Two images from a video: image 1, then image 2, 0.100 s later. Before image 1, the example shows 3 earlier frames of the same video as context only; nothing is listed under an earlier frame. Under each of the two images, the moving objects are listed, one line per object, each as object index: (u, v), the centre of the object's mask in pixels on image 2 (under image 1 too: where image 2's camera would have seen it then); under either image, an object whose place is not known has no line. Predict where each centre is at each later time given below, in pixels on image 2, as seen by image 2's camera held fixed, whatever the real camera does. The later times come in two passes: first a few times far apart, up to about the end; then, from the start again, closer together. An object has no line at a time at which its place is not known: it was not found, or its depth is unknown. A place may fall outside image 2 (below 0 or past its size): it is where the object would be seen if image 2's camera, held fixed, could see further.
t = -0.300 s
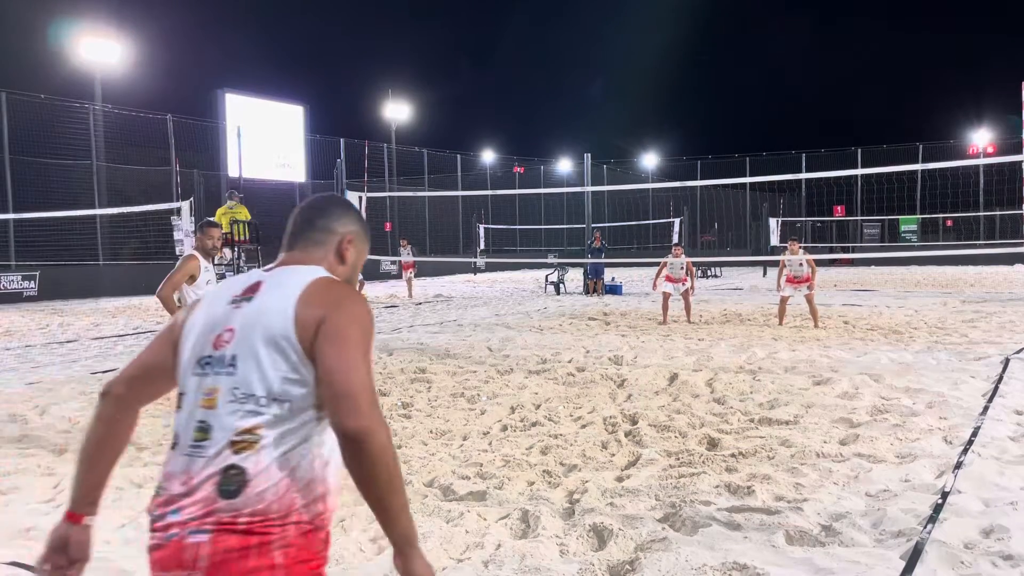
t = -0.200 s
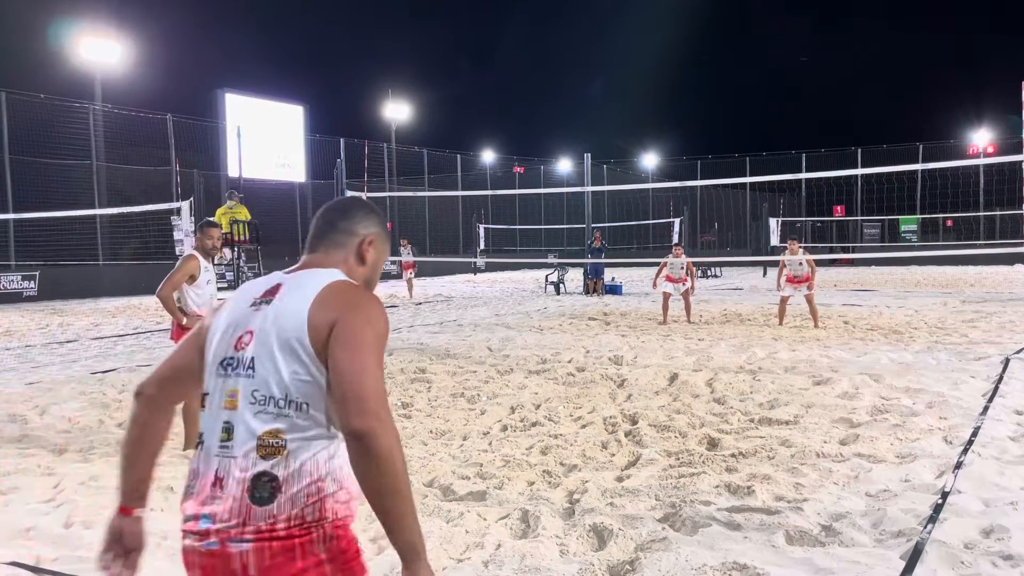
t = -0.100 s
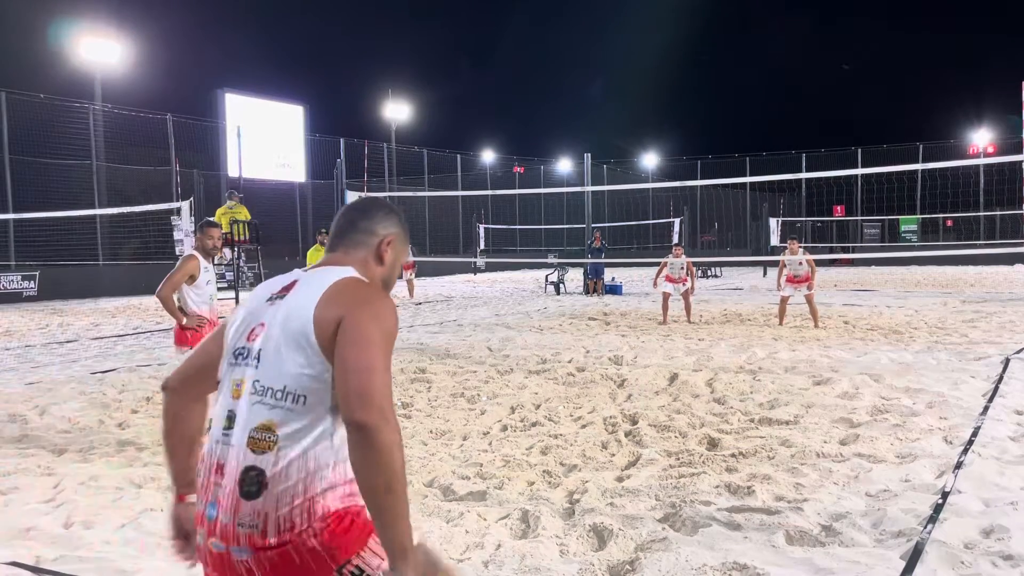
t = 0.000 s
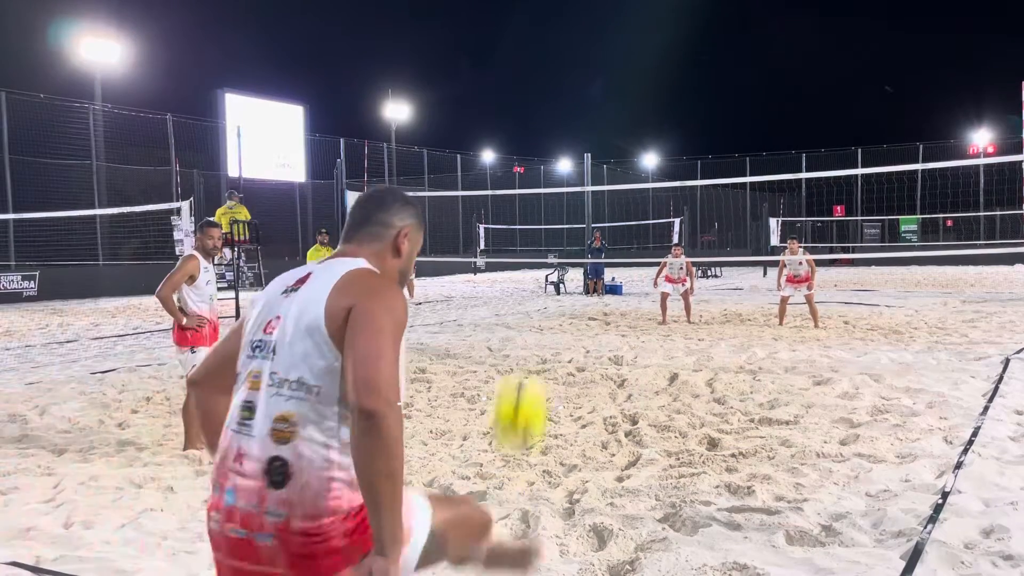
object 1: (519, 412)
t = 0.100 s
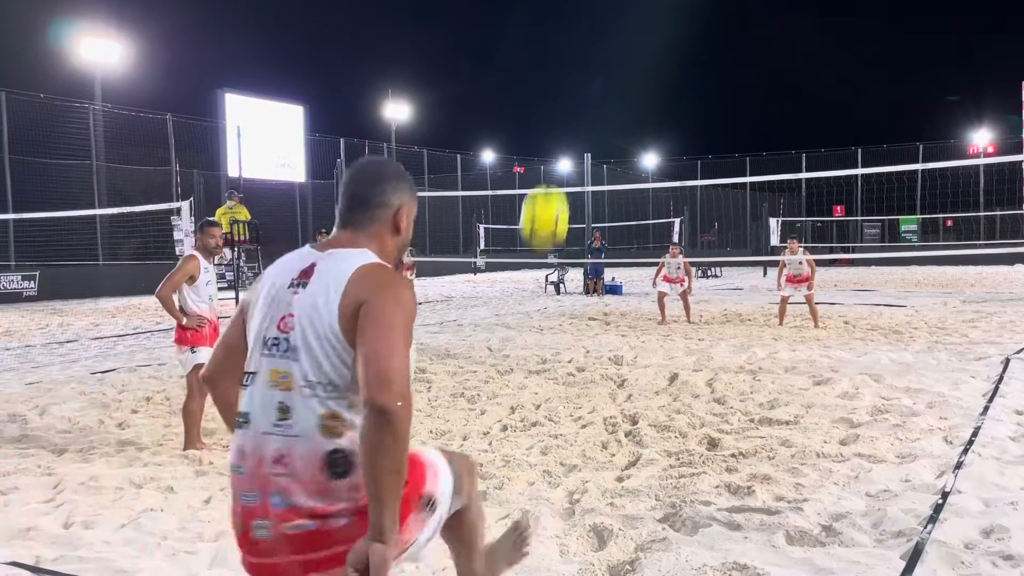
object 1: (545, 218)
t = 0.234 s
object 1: (563, 95)
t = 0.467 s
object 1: (583, 38)
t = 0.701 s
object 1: (590, 60)
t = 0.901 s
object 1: (591, 101)
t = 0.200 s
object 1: (559, 116)
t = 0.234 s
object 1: (563, 95)
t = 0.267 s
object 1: (567, 78)
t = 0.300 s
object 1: (571, 64)
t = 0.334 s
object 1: (574, 55)
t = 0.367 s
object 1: (576, 47)
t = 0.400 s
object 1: (578, 42)
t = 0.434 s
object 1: (581, 40)
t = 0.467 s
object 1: (583, 38)
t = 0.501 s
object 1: (585, 39)
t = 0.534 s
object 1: (586, 40)
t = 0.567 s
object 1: (587, 43)
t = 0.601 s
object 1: (588, 46)
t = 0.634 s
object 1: (589, 50)
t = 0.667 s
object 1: (589, 54)
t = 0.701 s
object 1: (590, 60)
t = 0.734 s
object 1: (590, 65)
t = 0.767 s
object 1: (590, 71)
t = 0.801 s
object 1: (591, 78)
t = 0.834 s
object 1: (591, 85)
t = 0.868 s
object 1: (591, 93)
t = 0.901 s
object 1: (591, 101)
